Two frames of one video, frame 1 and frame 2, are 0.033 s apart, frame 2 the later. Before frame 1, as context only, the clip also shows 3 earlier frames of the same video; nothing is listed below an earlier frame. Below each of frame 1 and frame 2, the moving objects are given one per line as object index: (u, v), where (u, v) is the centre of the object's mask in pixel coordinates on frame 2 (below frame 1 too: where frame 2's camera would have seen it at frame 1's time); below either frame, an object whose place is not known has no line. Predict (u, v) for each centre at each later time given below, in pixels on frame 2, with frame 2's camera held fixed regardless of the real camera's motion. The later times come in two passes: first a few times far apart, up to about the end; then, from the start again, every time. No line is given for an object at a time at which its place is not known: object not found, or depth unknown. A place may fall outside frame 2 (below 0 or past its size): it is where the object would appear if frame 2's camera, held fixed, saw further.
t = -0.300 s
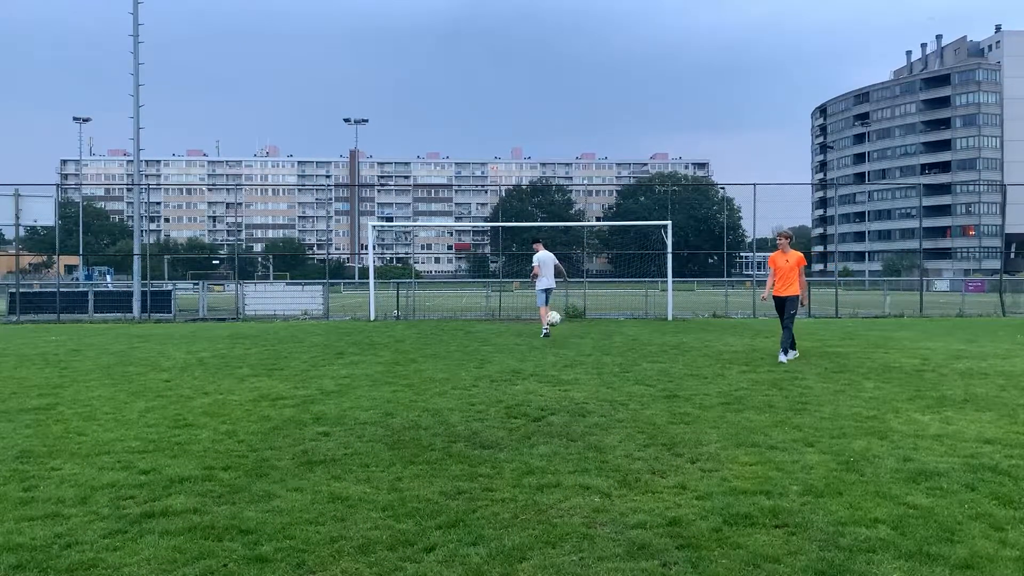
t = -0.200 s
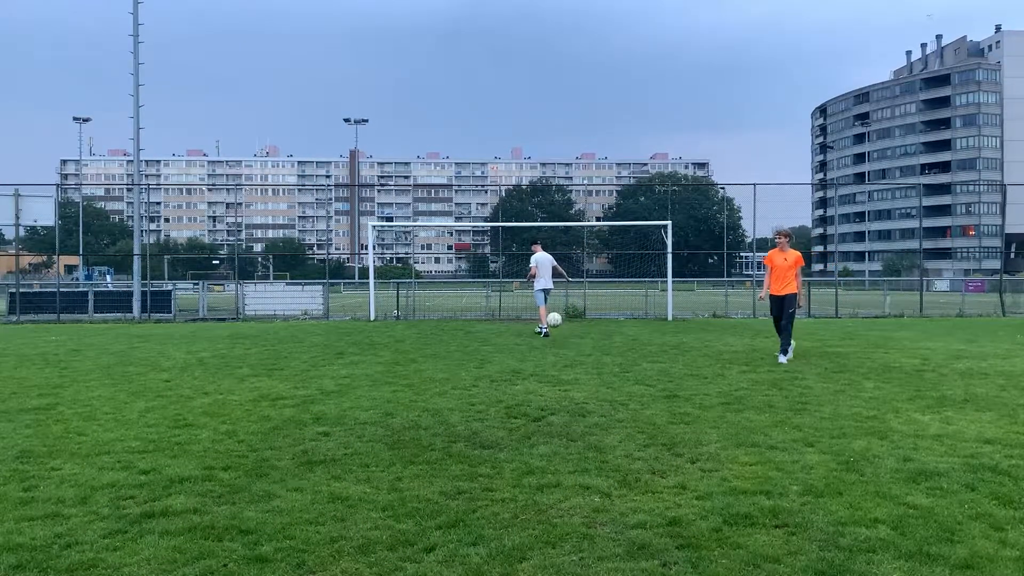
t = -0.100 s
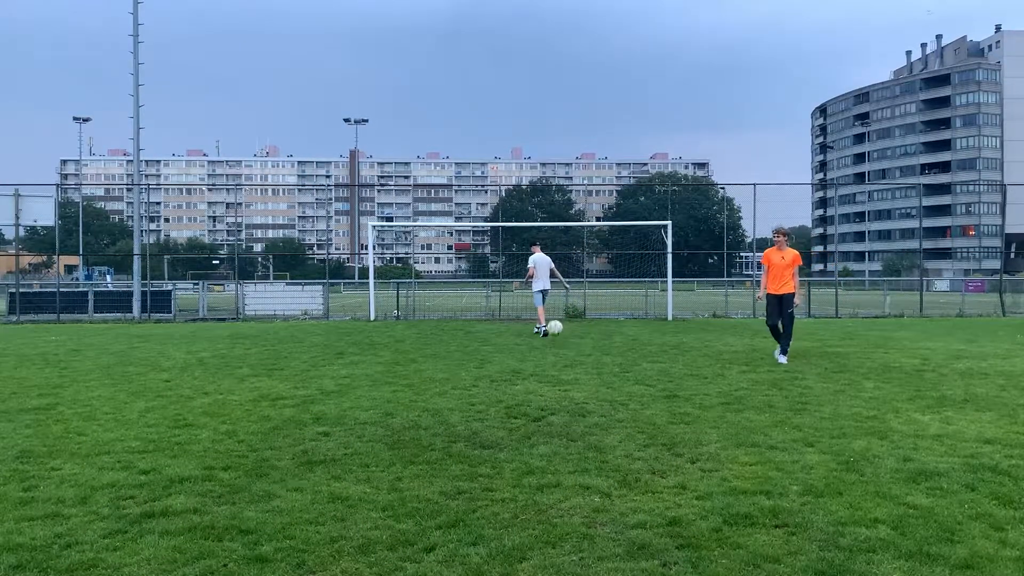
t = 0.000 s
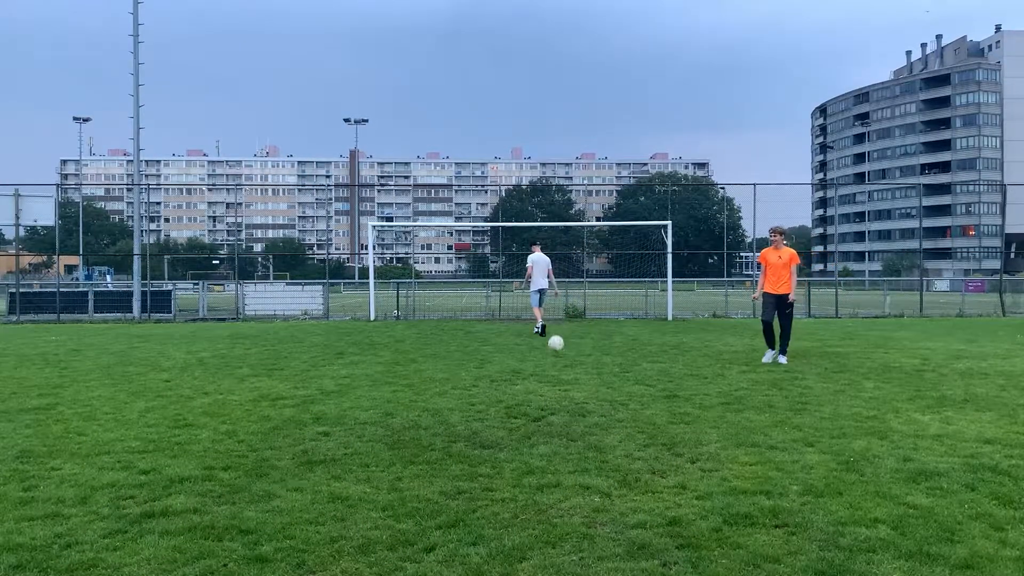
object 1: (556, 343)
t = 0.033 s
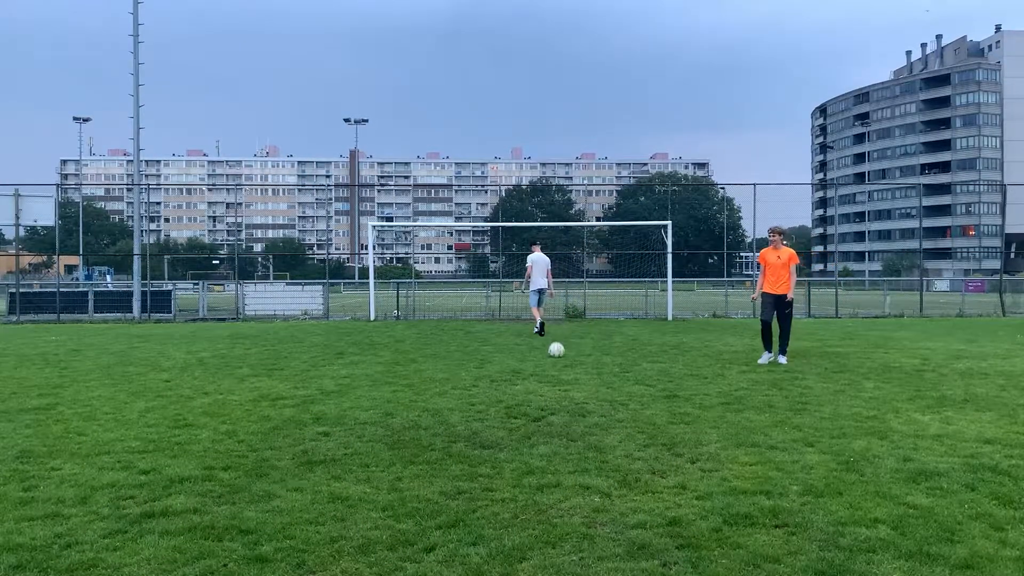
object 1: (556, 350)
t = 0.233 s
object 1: (558, 339)
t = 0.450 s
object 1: (560, 355)
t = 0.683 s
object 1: (562, 358)
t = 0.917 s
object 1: (566, 363)
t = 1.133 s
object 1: (570, 367)
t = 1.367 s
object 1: (574, 371)
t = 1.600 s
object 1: (578, 376)
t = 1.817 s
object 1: (583, 380)
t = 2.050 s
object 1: (590, 383)
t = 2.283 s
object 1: (594, 386)
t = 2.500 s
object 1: (598, 390)
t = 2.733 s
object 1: (600, 394)
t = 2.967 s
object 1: (599, 397)
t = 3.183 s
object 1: (599, 398)
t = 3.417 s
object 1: (600, 400)
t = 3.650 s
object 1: (600, 401)
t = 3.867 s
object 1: (600, 402)
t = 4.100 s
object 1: (599, 403)
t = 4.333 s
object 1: (600, 402)
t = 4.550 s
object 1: (600, 402)
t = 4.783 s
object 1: (600, 402)
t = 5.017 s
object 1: (600, 402)
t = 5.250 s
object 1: (600, 402)
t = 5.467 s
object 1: (600, 402)
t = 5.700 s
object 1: (600, 402)
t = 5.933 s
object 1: (600, 402)
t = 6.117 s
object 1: (600, 402)
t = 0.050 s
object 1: (556, 349)
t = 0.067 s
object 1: (556, 348)
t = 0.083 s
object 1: (557, 346)
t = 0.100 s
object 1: (557, 345)
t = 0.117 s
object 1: (557, 343)
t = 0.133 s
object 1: (557, 342)
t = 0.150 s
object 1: (557, 341)
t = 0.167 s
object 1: (557, 340)
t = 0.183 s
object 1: (557, 340)
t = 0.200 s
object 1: (558, 340)
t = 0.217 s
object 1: (558, 339)
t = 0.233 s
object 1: (558, 339)
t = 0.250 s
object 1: (558, 339)
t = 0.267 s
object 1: (558, 340)
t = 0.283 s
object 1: (559, 341)
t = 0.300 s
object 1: (559, 342)
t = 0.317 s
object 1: (559, 343)
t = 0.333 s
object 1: (559, 344)
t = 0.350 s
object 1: (559, 346)
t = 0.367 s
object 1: (559, 347)
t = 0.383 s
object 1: (560, 349)
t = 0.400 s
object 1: (560, 351)
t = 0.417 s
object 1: (560, 354)
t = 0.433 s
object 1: (560, 356)
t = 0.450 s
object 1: (560, 355)
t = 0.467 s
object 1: (560, 355)
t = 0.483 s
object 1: (560, 354)
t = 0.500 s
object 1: (561, 354)
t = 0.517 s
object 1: (561, 354)
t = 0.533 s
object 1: (561, 354)
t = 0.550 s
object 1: (561, 355)
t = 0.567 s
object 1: (561, 355)
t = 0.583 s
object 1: (561, 356)
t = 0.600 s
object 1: (562, 356)
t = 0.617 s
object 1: (562, 358)
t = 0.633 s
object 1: (562, 359)
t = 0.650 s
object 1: (562, 359)
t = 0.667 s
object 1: (562, 359)
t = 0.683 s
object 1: (562, 358)
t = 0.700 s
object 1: (563, 358)
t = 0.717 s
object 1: (563, 357)
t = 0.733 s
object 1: (563, 357)
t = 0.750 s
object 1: (563, 357)
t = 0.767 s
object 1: (564, 358)
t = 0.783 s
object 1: (564, 358)
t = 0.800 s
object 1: (564, 359)
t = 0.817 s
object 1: (564, 360)
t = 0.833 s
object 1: (565, 361)
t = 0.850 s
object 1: (565, 362)
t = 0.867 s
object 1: (565, 363)
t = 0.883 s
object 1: (566, 363)
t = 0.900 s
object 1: (566, 363)
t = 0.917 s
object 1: (566, 363)
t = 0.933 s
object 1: (566, 363)
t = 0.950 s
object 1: (566, 363)
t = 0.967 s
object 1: (567, 364)
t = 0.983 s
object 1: (567, 364)
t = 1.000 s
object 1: (567, 365)
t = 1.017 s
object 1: (567, 365)
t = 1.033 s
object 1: (568, 366)
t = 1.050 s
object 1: (568, 366)
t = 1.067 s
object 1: (568, 367)
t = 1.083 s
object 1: (569, 367)
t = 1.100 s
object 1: (569, 367)
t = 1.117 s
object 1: (569, 367)
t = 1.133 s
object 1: (570, 367)
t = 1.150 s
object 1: (570, 368)
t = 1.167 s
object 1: (570, 368)
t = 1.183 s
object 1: (571, 368)
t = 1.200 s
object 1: (571, 368)
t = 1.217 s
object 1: (571, 369)
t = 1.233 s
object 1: (571, 369)
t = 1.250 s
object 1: (572, 370)
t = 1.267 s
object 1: (572, 370)
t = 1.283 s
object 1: (572, 369)
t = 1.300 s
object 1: (573, 370)
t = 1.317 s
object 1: (573, 370)
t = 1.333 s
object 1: (573, 370)
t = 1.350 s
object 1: (574, 371)
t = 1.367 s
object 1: (574, 371)
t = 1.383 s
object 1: (574, 372)
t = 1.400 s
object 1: (575, 372)
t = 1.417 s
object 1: (575, 372)
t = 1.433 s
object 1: (575, 372)
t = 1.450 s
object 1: (576, 373)
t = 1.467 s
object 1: (576, 373)
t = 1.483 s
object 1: (576, 373)
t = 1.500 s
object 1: (577, 374)
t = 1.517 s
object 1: (577, 374)
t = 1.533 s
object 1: (577, 374)
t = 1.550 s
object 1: (577, 375)
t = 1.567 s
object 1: (578, 375)
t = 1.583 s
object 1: (578, 375)
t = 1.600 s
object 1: (578, 376)
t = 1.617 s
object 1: (579, 376)
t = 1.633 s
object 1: (579, 377)
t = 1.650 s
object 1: (579, 377)
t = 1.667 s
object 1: (580, 377)
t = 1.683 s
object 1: (580, 377)
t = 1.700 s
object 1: (580, 377)
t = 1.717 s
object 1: (581, 377)
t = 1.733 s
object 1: (581, 378)
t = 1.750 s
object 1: (582, 378)
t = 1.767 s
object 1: (582, 379)
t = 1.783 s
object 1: (582, 379)
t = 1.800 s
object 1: (583, 379)
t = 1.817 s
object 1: (583, 380)
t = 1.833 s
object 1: (583, 380)
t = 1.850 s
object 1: (584, 380)
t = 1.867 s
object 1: (585, 381)
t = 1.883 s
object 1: (585, 381)
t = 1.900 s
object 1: (586, 381)
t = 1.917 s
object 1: (586, 381)
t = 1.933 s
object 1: (586, 381)
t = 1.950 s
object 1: (587, 381)
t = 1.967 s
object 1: (587, 381)
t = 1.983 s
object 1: (588, 382)
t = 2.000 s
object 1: (588, 382)
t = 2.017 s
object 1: (589, 383)
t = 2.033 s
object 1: (589, 383)
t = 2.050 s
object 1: (590, 383)
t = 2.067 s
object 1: (590, 383)
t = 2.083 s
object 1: (590, 383)
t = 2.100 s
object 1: (591, 383)
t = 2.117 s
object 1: (591, 384)
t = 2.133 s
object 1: (591, 385)
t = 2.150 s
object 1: (592, 385)
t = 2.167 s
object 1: (592, 385)
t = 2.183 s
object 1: (592, 385)
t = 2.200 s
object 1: (593, 385)
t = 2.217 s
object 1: (593, 385)
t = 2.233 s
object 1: (593, 385)
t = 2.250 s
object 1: (594, 385)
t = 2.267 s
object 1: (594, 386)
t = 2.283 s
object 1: (594, 386)
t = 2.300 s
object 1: (595, 387)
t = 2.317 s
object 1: (595, 387)
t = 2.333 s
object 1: (595, 387)
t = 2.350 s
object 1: (596, 387)
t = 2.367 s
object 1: (596, 388)
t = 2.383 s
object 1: (596, 388)
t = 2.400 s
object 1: (596, 388)
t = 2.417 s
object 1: (596, 388)
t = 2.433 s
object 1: (597, 388)
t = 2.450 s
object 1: (597, 389)
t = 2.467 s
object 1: (597, 389)
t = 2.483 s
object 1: (597, 390)
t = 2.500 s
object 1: (598, 390)
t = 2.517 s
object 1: (598, 390)
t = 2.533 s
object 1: (598, 390)
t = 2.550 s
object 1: (598, 391)
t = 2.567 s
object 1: (599, 391)
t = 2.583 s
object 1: (599, 392)
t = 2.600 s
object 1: (599, 392)
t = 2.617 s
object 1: (599, 392)
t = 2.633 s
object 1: (599, 392)
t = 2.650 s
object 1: (599, 392)
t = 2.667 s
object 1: (599, 392)
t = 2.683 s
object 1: (600, 392)
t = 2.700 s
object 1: (599, 393)
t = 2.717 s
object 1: (600, 393)
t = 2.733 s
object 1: (600, 394)
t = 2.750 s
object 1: (600, 394)
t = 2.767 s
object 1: (600, 394)
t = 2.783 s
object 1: (600, 395)
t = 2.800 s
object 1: (600, 395)
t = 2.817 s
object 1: (600, 395)
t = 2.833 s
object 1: (600, 395)
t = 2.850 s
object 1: (599, 396)
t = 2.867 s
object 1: (599, 396)
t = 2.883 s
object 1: (599, 396)
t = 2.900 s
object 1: (599, 396)
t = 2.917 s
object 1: (599, 396)
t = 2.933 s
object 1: (599, 396)
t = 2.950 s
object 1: (599, 397)
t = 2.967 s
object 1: (599, 397)
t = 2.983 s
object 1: (599, 397)
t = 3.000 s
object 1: (599, 397)
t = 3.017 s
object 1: (599, 397)
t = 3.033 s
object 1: (599, 397)
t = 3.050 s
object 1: (599, 398)
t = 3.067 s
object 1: (599, 398)
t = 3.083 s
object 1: (599, 398)
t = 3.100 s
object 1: (599, 398)
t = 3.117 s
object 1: (599, 398)
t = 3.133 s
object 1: (599, 398)
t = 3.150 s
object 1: (599, 398)
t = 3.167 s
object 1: (599, 398)
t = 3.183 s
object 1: (599, 398)
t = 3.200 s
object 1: (599, 398)
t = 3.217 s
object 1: (599, 399)
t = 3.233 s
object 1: (599, 399)
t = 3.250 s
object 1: (599, 399)
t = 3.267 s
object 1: (599, 399)
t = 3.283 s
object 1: (599, 399)
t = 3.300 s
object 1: (599, 399)
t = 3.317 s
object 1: (599, 399)
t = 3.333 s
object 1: (600, 399)
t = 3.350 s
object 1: (600, 399)
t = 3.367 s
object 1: (600, 399)
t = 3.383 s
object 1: (600, 399)
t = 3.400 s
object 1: (600, 399)
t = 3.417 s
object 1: (600, 400)
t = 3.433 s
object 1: (600, 400)
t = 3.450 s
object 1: (600, 400)
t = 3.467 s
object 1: (600, 400)
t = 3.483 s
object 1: (600, 400)
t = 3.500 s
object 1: (600, 400)
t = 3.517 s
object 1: (600, 400)
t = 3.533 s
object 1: (600, 400)
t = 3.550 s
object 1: (600, 400)
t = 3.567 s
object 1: (600, 401)
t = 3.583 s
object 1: (600, 401)
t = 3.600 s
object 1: (600, 401)
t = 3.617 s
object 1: (600, 401)
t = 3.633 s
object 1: (600, 401)
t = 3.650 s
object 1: (600, 401)
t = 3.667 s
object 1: (600, 401)
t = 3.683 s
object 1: (601, 401)
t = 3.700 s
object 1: (600, 401)
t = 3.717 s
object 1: (601, 401)
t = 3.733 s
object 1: (600, 401)
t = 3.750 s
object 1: (600, 402)
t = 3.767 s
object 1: (600, 402)
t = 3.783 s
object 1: (600, 402)
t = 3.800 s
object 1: (600, 402)
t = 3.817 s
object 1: (600, 402)
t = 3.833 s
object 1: (600, 402)
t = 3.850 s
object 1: (600, 402)
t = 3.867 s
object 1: (600, 402)
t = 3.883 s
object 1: (600, 402)
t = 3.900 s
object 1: (600, 402)
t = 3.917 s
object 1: (600, 402)
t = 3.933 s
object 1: (600, 402)
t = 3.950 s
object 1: (600, 402)
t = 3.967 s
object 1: (600, 402)
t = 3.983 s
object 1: (600, 403)
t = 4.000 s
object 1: (600, 403)
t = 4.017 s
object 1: (600, 403)
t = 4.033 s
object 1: (600, 403)
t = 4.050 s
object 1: (599, 403)
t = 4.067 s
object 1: (599, 403)
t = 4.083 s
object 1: (599, 403)
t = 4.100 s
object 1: (599, 403)
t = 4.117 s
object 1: (599, 403)
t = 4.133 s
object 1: (599, 403)
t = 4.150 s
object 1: (599, 403)
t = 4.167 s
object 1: (599, 403)
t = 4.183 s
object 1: (599, 403)
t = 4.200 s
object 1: (599, 403)
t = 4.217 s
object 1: (599, 403)
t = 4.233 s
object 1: (599, 403)
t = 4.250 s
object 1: (599, 403)
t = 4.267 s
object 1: (599, 403)
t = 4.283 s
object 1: (599, 403)
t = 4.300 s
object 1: (599, 403)
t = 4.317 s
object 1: (600, 403)
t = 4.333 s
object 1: (600, 402)
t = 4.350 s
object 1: (600, 402)
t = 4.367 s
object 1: (600, 402)
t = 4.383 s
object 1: (600, 402)
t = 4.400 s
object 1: (600, 402)
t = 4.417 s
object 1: (600, 402)
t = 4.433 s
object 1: (600, 402)
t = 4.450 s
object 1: (600, 402)
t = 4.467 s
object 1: (600, 402)
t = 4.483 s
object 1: (600, 402)
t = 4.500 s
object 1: (600, 402)
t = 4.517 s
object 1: (600, 402)
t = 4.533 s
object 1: (600, 402)
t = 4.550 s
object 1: (600, 402)
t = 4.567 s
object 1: (600, 402)
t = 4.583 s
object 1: (600, 402)
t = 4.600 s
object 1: (600, 402)
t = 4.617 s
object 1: (600, 402)
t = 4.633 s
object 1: (600, 402)
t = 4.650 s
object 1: (600, 402)
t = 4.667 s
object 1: (600, 402)
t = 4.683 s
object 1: (600, 402)
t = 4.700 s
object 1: (600, 402)
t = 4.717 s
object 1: (600, 402)
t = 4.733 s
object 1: (600, 402)
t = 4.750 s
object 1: (600, 402)
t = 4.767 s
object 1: (600, 402)
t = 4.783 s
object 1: (600, 402)
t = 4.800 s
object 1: (600, 402)
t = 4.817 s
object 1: (600, 402)
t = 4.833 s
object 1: (600, 402)
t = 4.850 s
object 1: (600, 402)
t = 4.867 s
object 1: (600, 402)
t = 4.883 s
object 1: (600, 402)
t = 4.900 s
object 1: (600, 402)
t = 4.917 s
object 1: (600, 402)
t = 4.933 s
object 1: (600, 402)
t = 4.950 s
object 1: (600, 402)
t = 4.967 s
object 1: (600, 402)
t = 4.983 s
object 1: (600, 402)
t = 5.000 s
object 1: (600, 402)
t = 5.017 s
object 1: (600, 402)
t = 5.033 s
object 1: (600, 402)
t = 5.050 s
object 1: (600, 402)
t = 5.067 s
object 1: (600, 402)
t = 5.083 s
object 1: (600, 402)
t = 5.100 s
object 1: (600, 402)
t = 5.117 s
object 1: (600, 402)
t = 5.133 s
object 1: (600, 402)
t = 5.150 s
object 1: (600, 402)
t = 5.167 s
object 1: (600, 402)
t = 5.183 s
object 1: (600, 402)
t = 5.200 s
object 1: (600, 402)
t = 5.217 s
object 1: (600, 402)
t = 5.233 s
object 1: (600, 402)
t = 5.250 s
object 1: (600, 402)
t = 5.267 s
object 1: (600, 402)
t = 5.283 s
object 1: (600, 402)
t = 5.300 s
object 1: (600, 402)
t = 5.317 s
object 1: (600, 402)
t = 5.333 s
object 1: (600, 402)
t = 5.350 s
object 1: (600, 402)
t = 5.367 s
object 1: (600, 402)
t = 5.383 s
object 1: (600, 402)
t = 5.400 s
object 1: (600, 402)
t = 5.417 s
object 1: (600, 402)
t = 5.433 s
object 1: (600, 402)
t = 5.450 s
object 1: (600, 402)
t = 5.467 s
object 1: (600, 402)
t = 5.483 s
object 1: (600, 402)
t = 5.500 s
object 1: (600, 402)
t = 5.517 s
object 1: (600, 402)
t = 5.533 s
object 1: (600, 402)
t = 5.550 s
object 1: (600, 402)
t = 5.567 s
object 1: (600, 402)
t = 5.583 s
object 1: (600, 402)
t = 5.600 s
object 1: (600, 402)
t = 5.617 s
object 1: (600, 402)
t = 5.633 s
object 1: (600, 402)
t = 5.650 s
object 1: (600, 402)
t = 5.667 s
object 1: (600, 402)
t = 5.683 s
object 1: (600, 402)
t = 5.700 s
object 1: (600, 402)
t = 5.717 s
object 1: (600, 402)
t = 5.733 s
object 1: (600, 402)
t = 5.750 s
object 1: (600, 402)
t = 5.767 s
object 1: (600, 402)
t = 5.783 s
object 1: (600, 402)
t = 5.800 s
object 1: (600, 402)
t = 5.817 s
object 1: (600, 402)
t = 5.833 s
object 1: (600, 402)
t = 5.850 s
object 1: (600, 402)
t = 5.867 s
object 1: (600, 402)
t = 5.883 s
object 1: (600, 402)
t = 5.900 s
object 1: (600, 402)
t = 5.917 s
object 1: (600, 402)
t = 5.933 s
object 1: (600, 402)
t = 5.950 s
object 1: (600, 402)
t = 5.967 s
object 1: (600, 402)
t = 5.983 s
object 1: (600, 402)
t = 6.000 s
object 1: (600, 402)
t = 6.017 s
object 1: (600, 402)
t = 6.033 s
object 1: (600, 402)
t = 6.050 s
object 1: (600, 402)
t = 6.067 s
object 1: (600, 402)
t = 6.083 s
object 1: (600, 402)
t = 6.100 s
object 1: (600, 402)
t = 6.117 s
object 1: (600, 402)
